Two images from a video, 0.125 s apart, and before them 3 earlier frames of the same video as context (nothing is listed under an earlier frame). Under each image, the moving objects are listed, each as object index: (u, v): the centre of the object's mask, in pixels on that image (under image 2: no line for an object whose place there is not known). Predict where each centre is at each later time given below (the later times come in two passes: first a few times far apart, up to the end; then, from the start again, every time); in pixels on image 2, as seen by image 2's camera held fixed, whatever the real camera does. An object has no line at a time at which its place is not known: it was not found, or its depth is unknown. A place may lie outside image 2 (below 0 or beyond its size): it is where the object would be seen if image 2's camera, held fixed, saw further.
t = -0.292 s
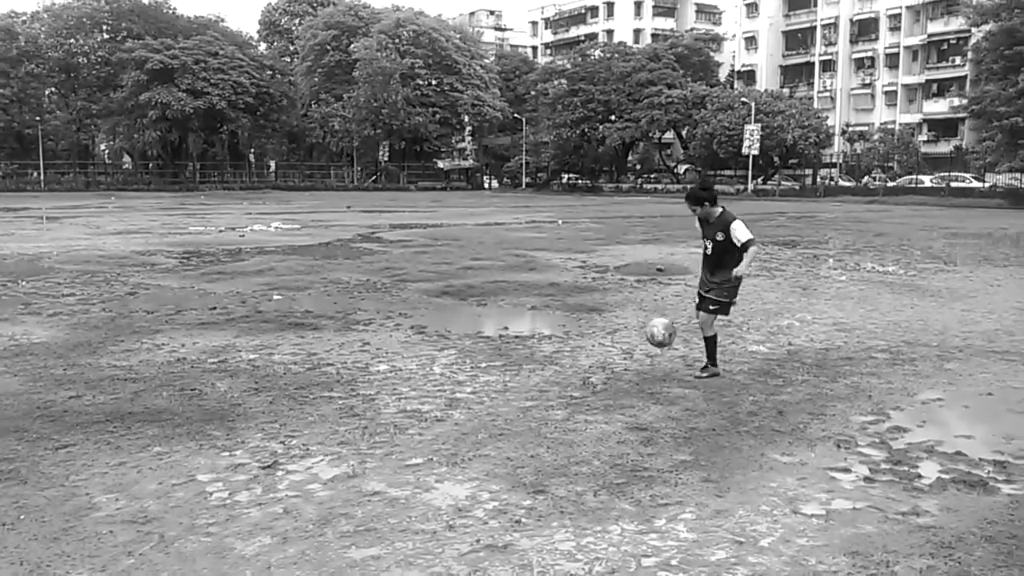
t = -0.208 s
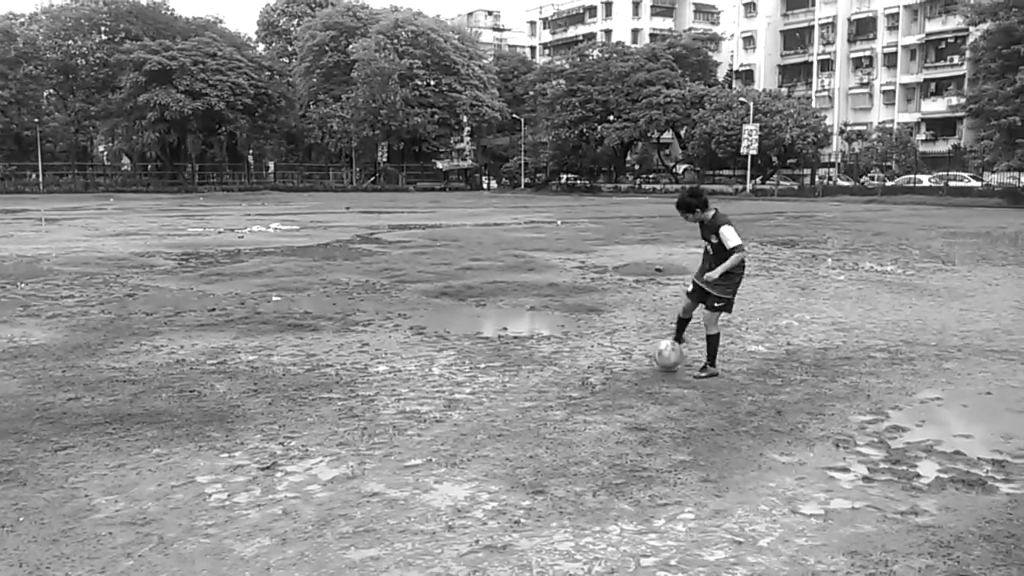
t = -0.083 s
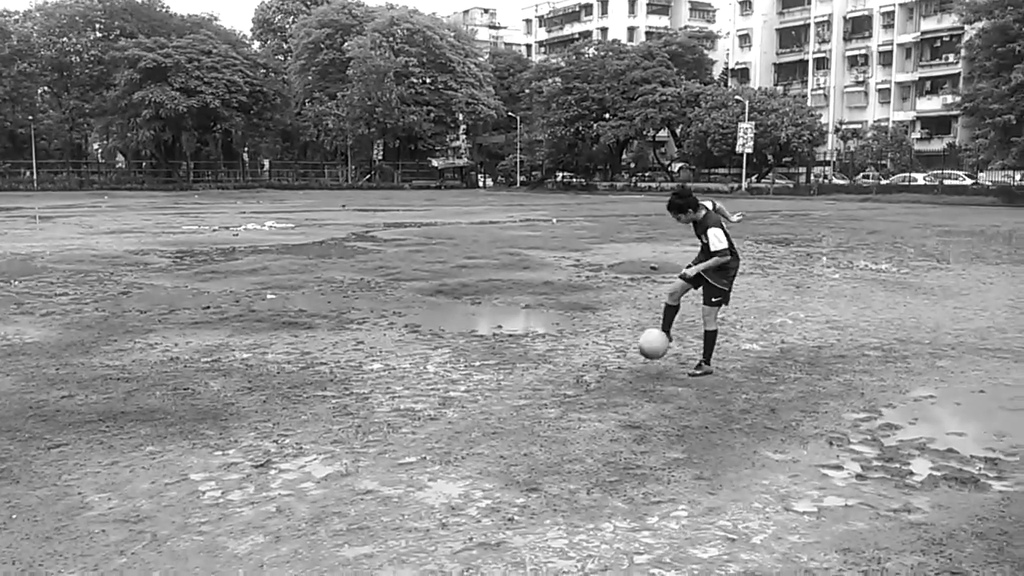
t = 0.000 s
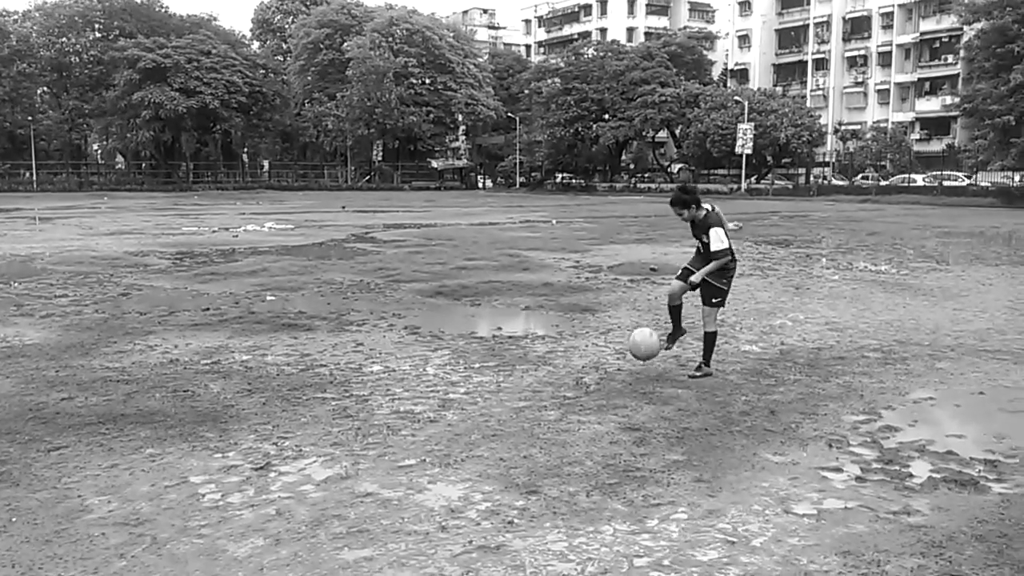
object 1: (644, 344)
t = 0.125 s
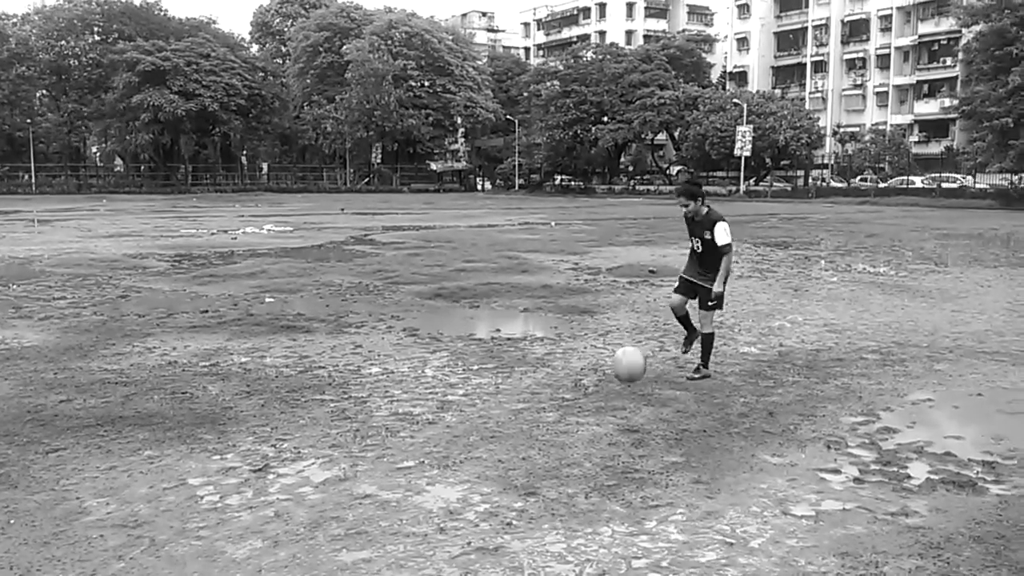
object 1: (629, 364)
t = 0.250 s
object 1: (612, 415)
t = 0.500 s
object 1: (583, 463)
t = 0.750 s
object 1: (552, 554)
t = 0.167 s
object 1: (622, 377)
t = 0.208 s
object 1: (618, 393)
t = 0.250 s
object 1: (612, 415)
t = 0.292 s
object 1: (607, 421)
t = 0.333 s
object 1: (604, 422)
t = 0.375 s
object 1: (599, 426)
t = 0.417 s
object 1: (594, 434)
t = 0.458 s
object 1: (589, 446)
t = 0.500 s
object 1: (583, 463)
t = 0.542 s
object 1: (578, 485)
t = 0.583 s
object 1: (572, 499)
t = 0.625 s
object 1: (568, 510)
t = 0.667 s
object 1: (563, 527)
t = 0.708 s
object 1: (557, 547)
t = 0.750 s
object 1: (552, 554)
